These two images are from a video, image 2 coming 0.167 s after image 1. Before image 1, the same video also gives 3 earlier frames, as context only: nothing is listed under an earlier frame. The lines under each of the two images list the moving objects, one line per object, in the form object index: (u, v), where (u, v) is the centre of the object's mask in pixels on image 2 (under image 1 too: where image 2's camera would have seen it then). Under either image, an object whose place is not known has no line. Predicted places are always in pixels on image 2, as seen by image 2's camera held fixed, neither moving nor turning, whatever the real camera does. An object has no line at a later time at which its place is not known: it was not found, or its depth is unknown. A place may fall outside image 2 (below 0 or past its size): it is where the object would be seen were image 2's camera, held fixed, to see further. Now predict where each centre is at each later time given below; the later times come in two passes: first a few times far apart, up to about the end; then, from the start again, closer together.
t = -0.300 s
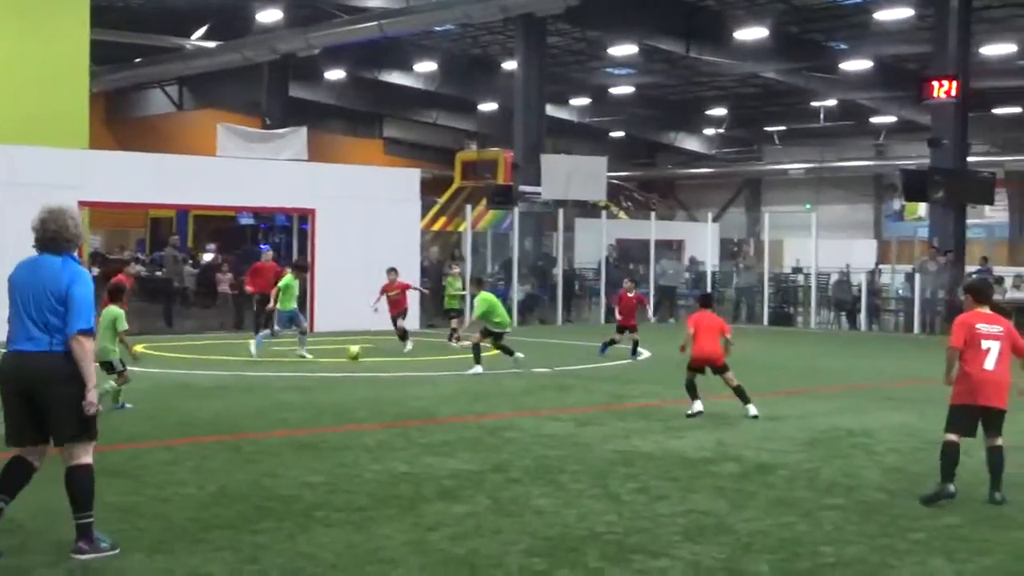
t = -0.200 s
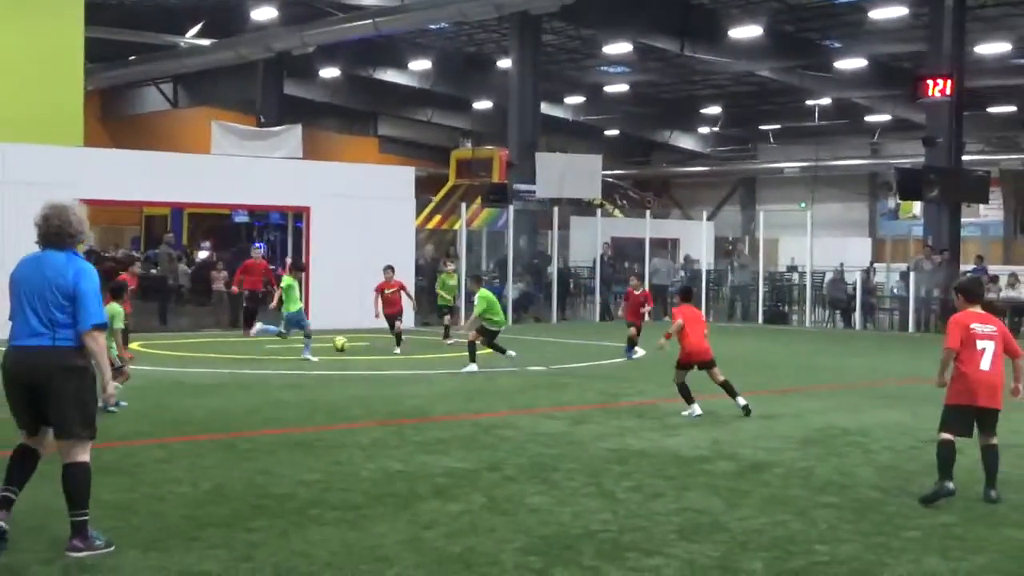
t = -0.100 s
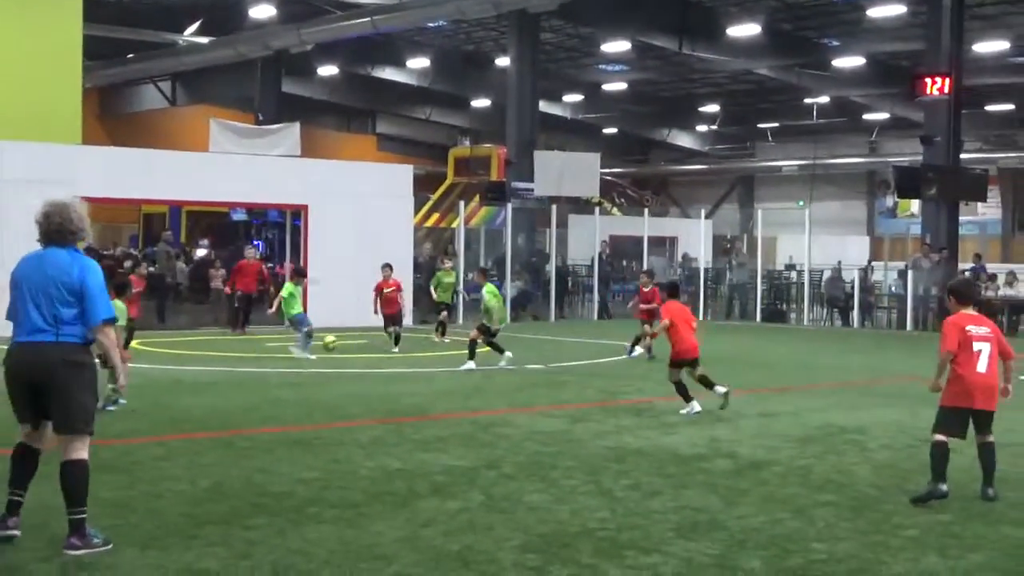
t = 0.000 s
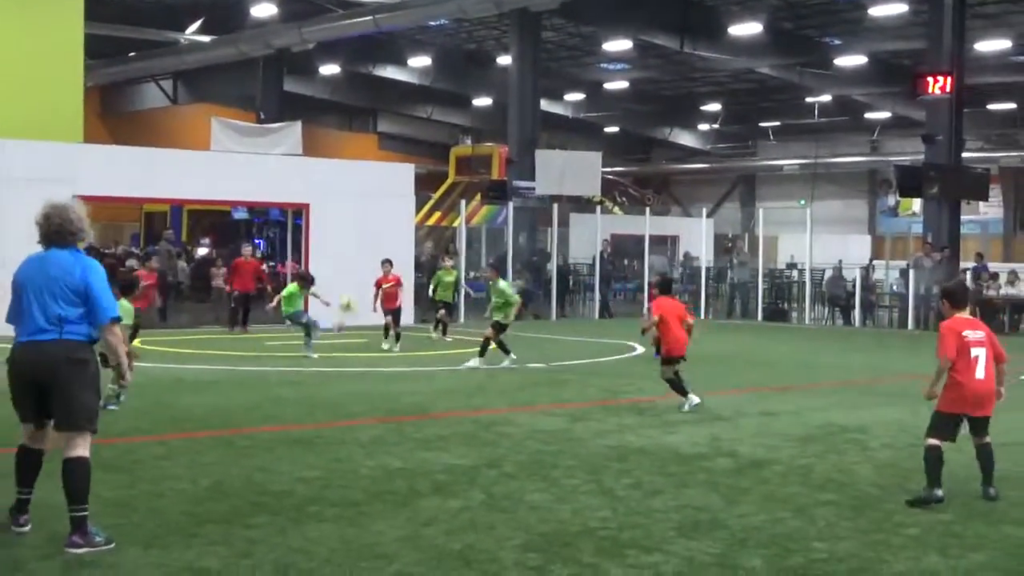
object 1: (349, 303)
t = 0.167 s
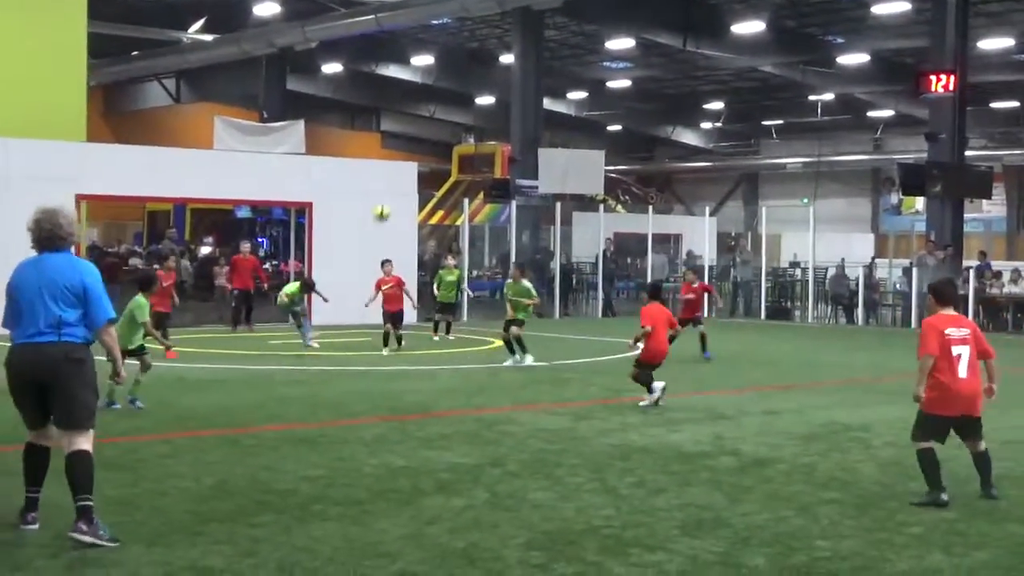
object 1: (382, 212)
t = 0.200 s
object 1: (389, 198)
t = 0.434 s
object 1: (431, 109)
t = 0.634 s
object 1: (466, 68)
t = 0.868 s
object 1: (507, 58)
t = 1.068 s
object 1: (544, 87)
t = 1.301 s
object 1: (588, 165)
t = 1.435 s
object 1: (614, 230)
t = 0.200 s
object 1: (389, 198)
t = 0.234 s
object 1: (395, 182)
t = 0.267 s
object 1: (400, 171)
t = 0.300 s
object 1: (407, 154)
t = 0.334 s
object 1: (413, 142)
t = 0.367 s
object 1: (419, 130)
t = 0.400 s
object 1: (424, 119)
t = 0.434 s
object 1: (431, 109)
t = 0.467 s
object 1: (436, 101)
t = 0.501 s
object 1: (442, 93)
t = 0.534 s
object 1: (448, 85)
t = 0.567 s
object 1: (454, 79)
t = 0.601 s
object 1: (460, 73)
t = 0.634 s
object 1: (466, 68)
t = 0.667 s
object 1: (472, 64)
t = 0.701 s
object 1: (478, 61)
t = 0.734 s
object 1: (484, 59)
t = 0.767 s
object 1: (490, 57)
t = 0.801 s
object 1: (495, 56)
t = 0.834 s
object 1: (501, 57)
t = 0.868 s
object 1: (507, 58)
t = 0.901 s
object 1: (514, 61)
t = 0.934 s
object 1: (520, 64)
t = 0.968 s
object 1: (525, 67)
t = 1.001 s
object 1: (531, 72)
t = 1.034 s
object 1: (538, 80)
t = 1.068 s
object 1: (544, 87)
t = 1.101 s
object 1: (550, 94)
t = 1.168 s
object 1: (563, 114)
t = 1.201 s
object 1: (568, 125)
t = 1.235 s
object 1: (575, 137)
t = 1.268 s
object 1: (581, 151)
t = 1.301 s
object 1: (588, 165)
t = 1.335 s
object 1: (593, 180)
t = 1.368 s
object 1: (600, 196)
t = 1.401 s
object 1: (607, 212)
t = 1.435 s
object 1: (614, 230)
